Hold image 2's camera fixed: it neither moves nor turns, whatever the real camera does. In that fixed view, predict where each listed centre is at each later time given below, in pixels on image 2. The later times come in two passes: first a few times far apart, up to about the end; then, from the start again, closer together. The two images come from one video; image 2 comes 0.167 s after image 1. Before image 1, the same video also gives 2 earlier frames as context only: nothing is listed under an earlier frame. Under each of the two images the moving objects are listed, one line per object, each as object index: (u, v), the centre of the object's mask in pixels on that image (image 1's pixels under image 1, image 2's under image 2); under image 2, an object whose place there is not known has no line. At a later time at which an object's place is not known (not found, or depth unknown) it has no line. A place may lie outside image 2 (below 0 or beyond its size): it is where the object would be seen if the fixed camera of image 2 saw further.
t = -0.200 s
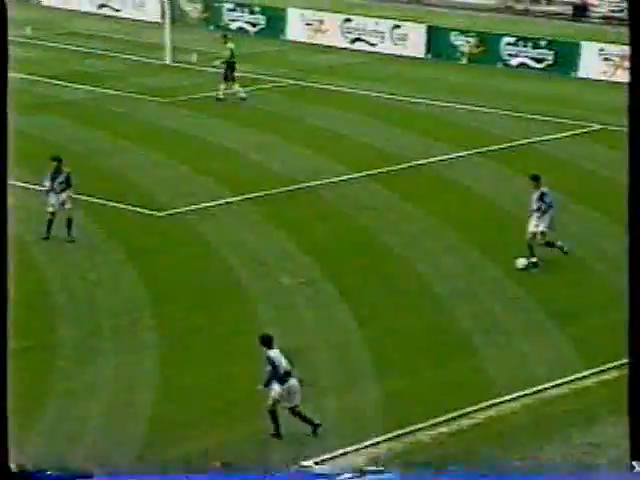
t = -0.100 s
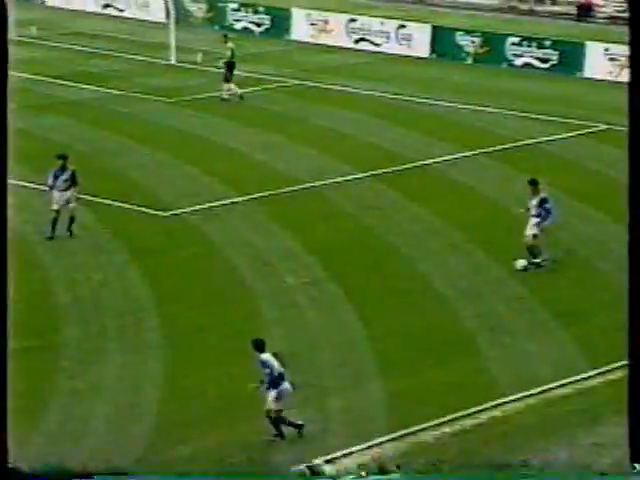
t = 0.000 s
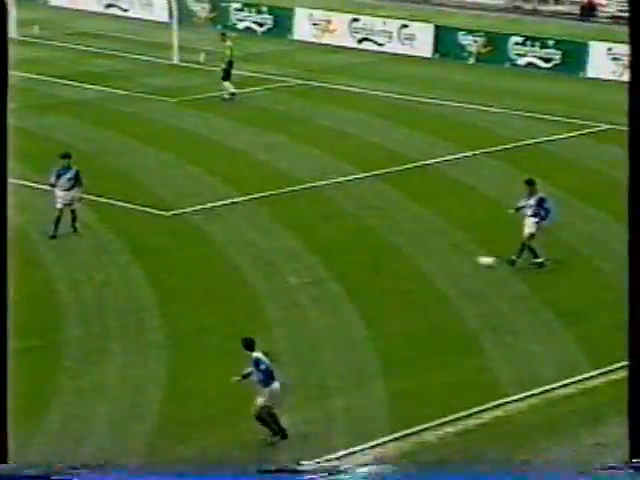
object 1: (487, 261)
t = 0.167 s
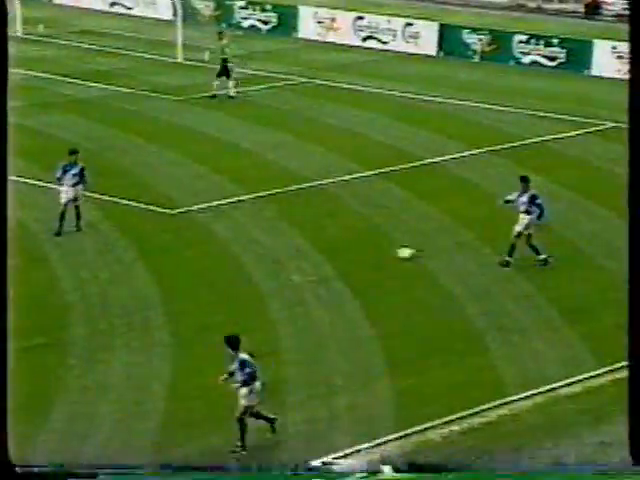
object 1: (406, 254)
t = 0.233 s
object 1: (376, 251)
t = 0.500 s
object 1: (274, 244)
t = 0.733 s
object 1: (204, 239)
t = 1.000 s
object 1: (137, 235)
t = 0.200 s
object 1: (390, 251)
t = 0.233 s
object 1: (376, 251)
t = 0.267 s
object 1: (362, 250)
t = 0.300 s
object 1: (347, 250)
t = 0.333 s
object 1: (332, 249)
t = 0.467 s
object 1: (285, 245)
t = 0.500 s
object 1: (274, 244)
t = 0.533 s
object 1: (262, 243)
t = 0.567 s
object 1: (251, 243)
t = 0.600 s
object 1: (241, 242)
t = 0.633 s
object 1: (231, 241)
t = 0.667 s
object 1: (221, 240)
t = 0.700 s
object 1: (213, 240)
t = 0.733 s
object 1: (204, 239)
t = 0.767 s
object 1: (195, 239)
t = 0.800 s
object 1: (187, 238)
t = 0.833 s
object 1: (178, 237)
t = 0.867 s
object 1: (169, 237)
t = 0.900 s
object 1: (162, 236)
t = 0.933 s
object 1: (153, 236)
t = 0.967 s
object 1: (144, 235)
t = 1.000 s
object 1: (137, 235)
